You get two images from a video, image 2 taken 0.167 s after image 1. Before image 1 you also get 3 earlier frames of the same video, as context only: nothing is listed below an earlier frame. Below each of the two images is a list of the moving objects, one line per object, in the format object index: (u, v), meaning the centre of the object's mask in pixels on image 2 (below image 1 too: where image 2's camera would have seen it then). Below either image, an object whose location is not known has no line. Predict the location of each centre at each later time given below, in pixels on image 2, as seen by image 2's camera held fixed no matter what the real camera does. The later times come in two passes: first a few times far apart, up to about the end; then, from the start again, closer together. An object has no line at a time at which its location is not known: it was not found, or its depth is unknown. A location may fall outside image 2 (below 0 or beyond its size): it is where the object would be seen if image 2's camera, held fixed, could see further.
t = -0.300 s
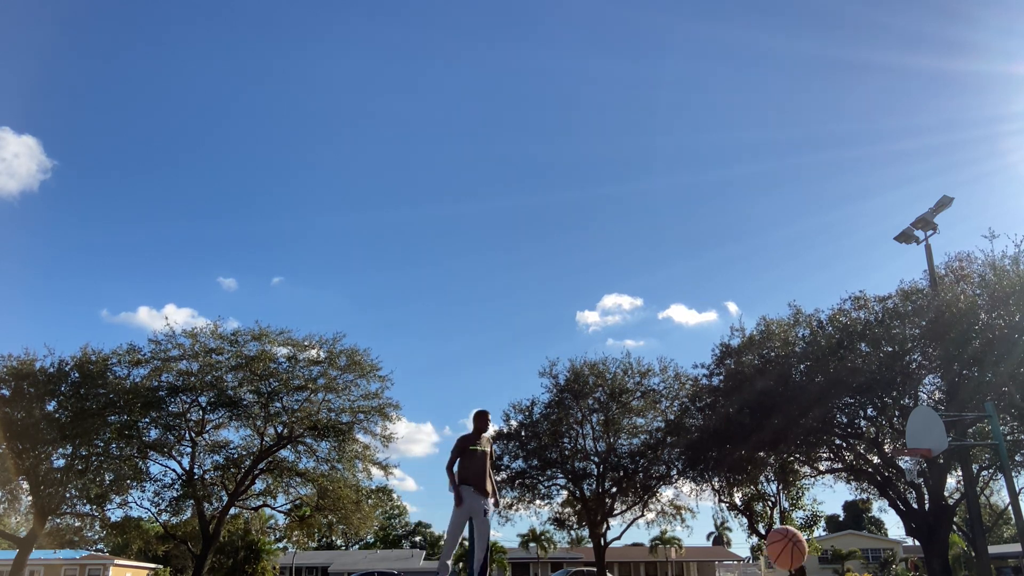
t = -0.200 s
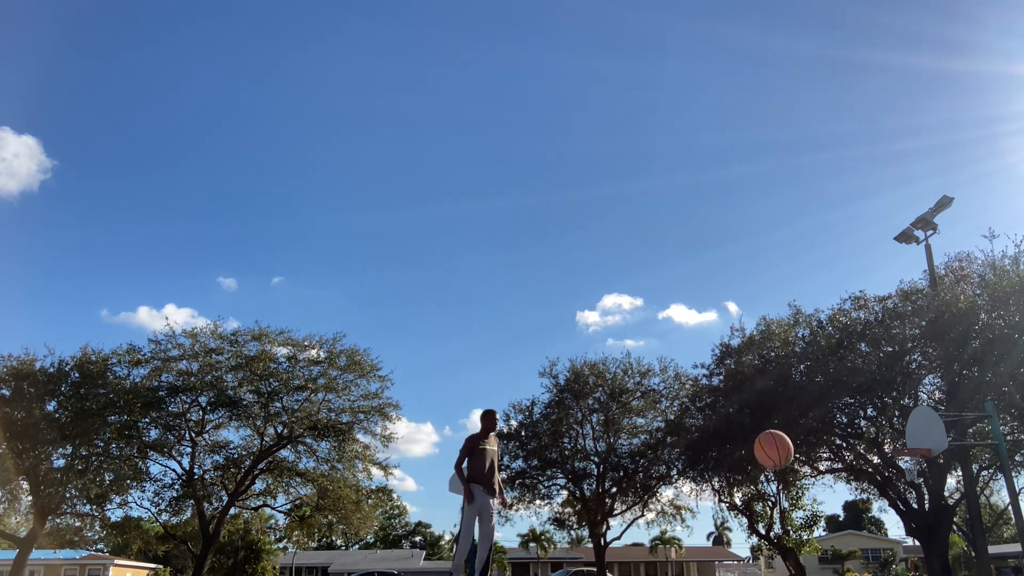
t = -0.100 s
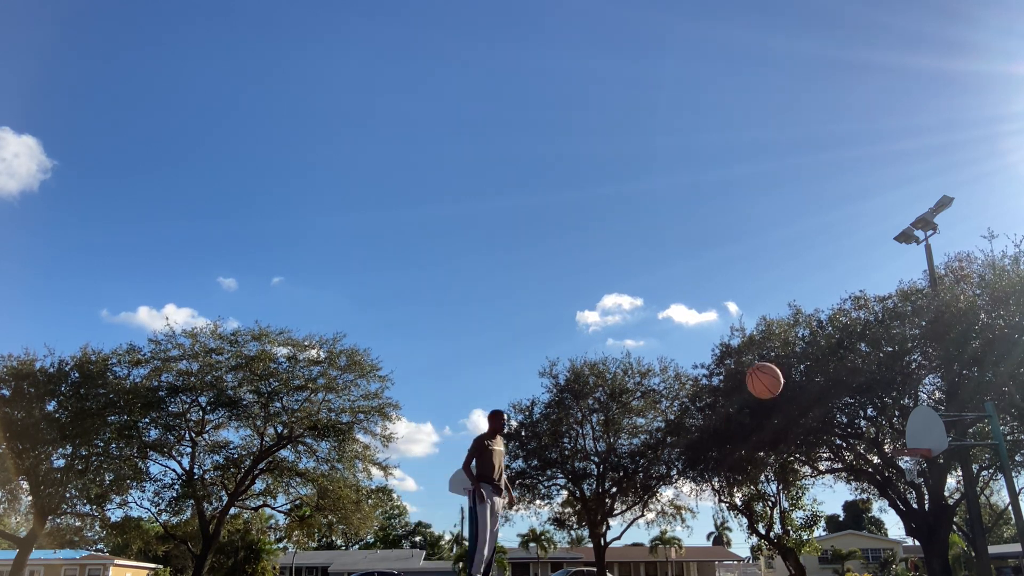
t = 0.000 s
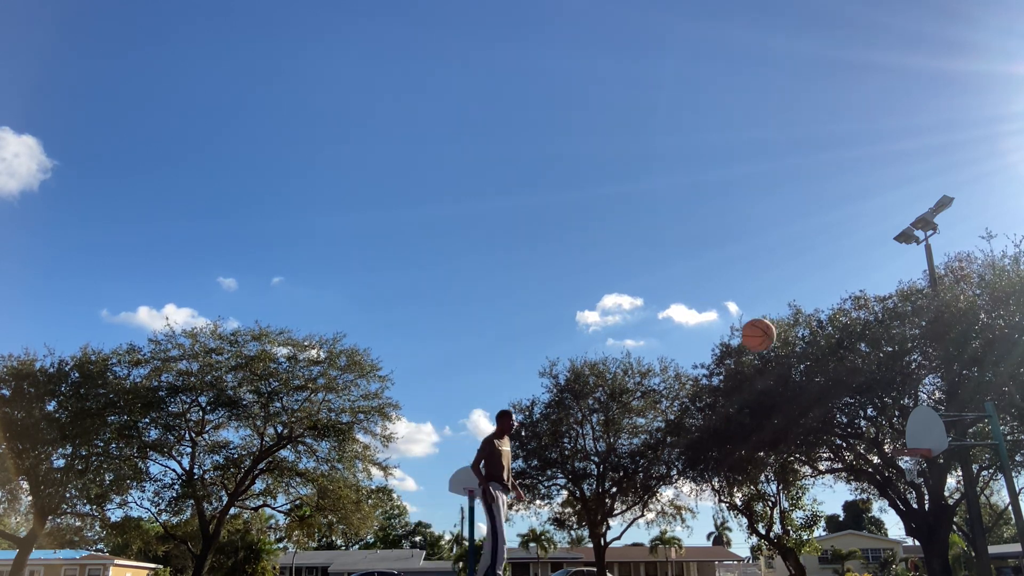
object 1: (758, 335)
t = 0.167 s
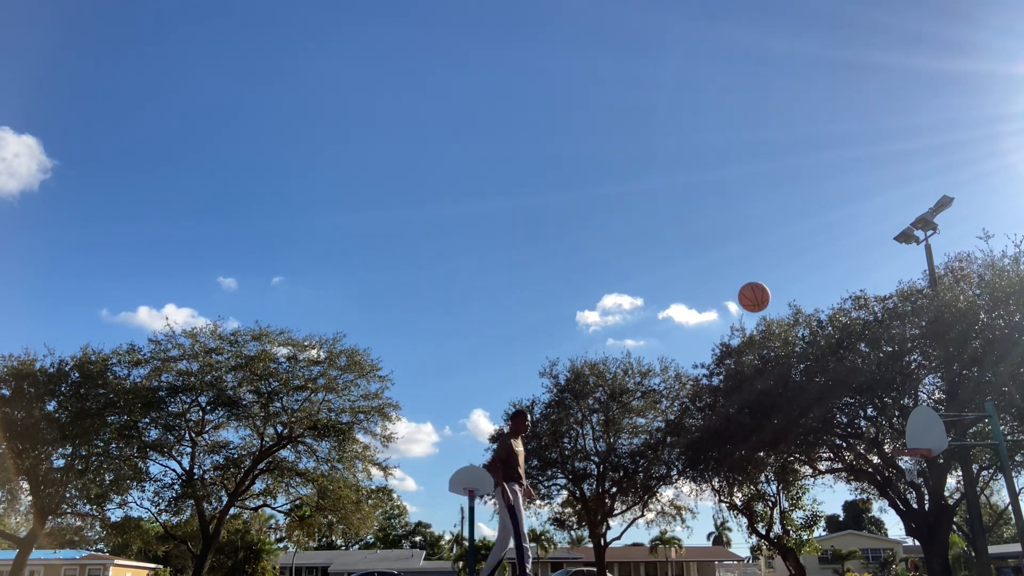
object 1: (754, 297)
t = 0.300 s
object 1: (754, 293)
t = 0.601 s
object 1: (765, 357)
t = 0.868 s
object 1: (786, 492)
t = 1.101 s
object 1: (792, 525)
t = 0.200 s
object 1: (754, 294)
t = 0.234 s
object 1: (754, 292)
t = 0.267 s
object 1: (754, 292)
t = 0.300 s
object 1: (754, 293)
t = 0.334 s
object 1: (754, 295)
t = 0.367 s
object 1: (755, 299)
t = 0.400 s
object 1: (756, 304)
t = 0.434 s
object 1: (757, 310)
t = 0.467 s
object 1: (758, 317)
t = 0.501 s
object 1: (760, 326)
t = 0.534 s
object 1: (761, 335)
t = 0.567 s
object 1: (763, 345)
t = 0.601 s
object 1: (765, 357)
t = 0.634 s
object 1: (766, 370)
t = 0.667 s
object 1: (769, 383)
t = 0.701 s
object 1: (771, 398)
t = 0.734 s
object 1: (774, 415)
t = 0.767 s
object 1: (777, 433)
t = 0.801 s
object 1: (779, 451)
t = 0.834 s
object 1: (783, 471)
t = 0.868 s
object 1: (786, 492)
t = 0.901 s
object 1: (789, 515)
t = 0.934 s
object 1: (793, 538)
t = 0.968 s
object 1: (797, 563)
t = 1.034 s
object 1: (797, 563)
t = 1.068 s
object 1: (794, 544)
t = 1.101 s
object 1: (792, 525)
